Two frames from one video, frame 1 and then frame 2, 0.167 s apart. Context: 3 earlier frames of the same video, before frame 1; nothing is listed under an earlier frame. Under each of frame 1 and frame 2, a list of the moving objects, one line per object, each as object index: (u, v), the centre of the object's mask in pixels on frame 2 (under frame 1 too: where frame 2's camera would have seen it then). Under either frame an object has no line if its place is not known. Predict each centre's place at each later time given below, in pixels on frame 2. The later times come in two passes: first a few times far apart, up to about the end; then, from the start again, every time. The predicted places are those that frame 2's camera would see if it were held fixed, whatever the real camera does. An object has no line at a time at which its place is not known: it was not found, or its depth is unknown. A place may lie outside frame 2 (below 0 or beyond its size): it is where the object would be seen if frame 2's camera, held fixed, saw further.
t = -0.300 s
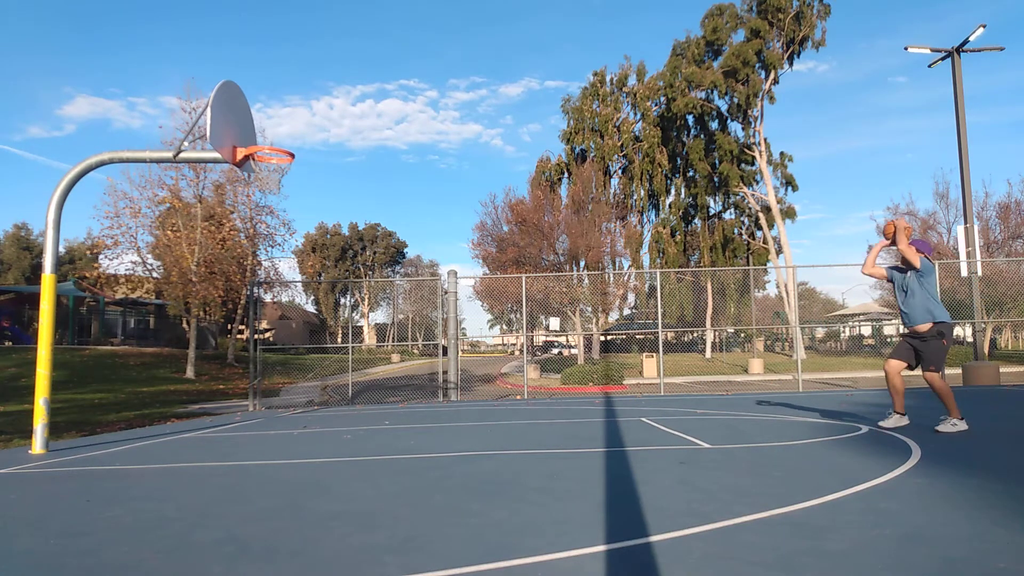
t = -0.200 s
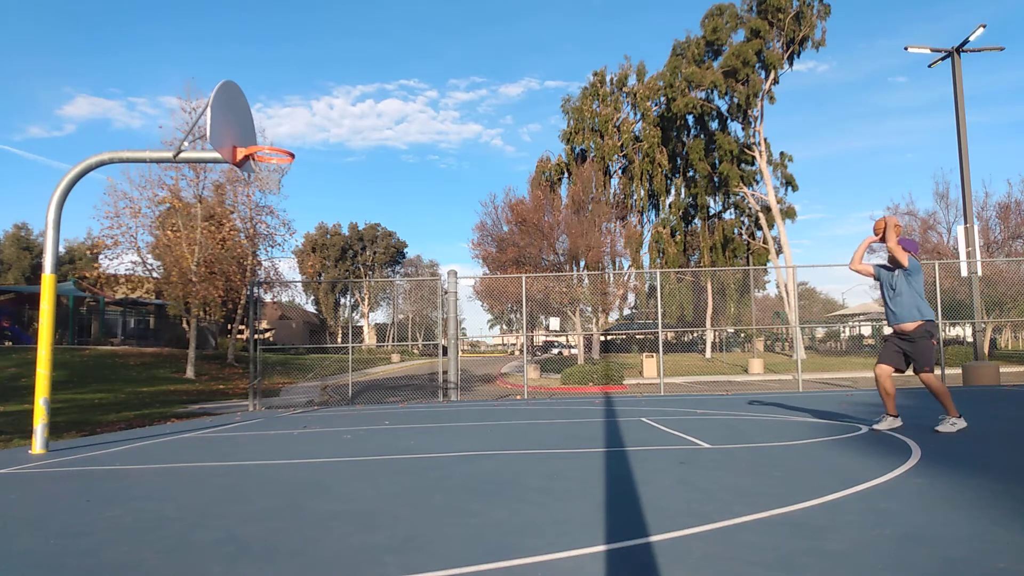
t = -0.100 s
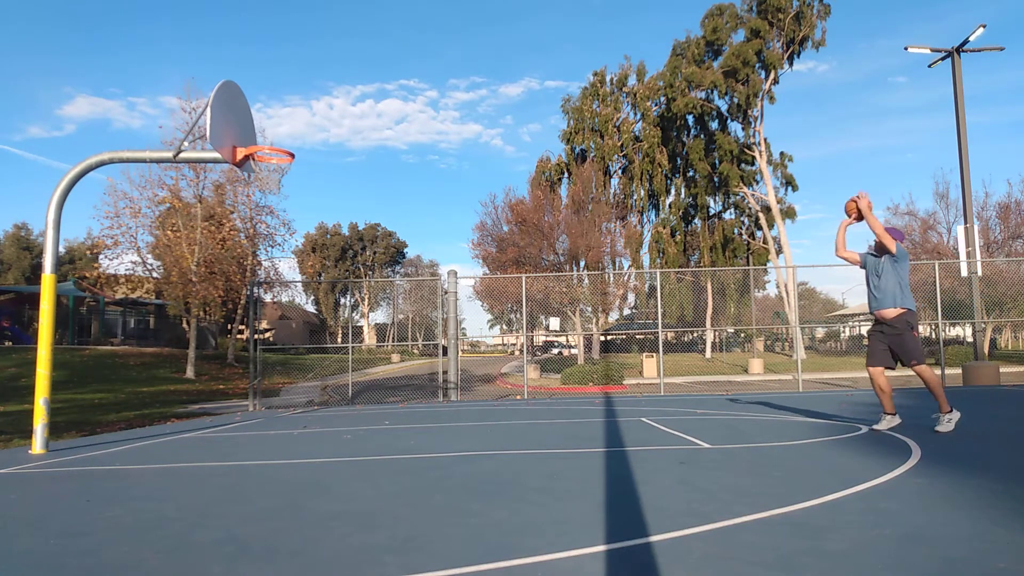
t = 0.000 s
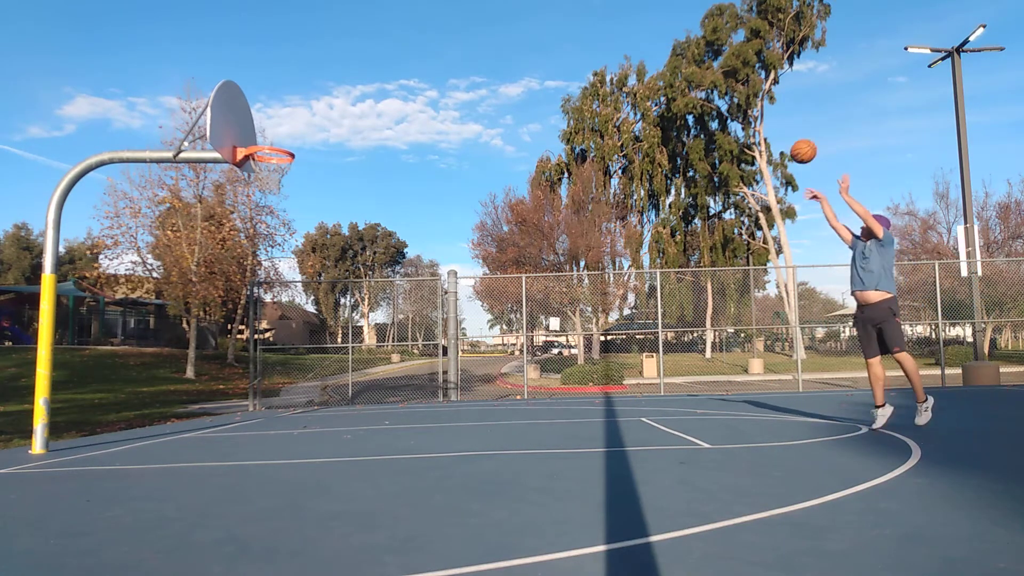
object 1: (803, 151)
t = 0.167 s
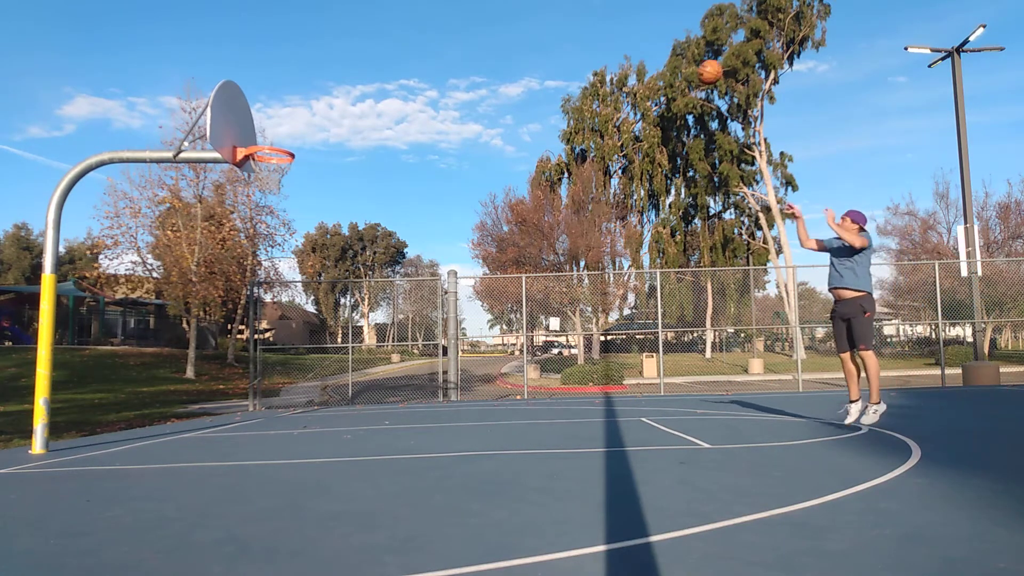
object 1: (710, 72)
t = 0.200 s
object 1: (692, 59)
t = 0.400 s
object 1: (590, 12)
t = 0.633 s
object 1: (480, 7)
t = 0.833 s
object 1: (391, 36)
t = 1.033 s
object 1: (305, 101)
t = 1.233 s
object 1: (275, 184)
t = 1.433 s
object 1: (304, 236)
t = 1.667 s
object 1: (335, 339)
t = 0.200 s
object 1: (692, 59)
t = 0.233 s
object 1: (674, 49)
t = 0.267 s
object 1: (657, 39)
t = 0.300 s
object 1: (640, 31)
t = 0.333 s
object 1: (623, 23)
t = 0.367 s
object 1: (607, 17)
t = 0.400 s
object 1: (590, 12)
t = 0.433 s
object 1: (574, 9)
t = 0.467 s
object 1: (558, 7)
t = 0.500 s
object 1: (542, 7)
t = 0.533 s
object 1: (526, 6)
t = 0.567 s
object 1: (511, 6)
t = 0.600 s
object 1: (496, 6)
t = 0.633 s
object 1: (480, 7)
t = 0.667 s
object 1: (465, 9)
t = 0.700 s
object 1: (450, 11)
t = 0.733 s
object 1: (435, 16)
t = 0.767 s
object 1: (420, 21)
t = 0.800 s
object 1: (406, 28)
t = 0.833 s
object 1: (391, 36)
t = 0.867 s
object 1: (377, 44)
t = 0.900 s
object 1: (362, 54)
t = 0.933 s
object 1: (348, 64)
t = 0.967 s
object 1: (334, 76)
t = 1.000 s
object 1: (319, 87)
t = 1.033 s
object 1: (305, 101)
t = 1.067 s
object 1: (291, 115)
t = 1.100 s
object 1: (277, 130)
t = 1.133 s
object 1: (263, 140)
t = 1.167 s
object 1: (261, 161)
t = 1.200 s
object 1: (268, 175)
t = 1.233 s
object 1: (275, 184)
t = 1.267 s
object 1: (279, 190)
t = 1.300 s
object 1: (284, 197)
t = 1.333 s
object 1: (290, 206)
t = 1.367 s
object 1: (294, 215)
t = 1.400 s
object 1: (300, 225)
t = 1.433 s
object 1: (304, 236)
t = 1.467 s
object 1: (308, 249)
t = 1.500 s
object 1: (313, 261)
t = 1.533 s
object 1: (318, 275)
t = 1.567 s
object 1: (322, 290)
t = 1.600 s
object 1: (326, 305)
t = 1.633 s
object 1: (331, 322)
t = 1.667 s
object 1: (335, 339)
